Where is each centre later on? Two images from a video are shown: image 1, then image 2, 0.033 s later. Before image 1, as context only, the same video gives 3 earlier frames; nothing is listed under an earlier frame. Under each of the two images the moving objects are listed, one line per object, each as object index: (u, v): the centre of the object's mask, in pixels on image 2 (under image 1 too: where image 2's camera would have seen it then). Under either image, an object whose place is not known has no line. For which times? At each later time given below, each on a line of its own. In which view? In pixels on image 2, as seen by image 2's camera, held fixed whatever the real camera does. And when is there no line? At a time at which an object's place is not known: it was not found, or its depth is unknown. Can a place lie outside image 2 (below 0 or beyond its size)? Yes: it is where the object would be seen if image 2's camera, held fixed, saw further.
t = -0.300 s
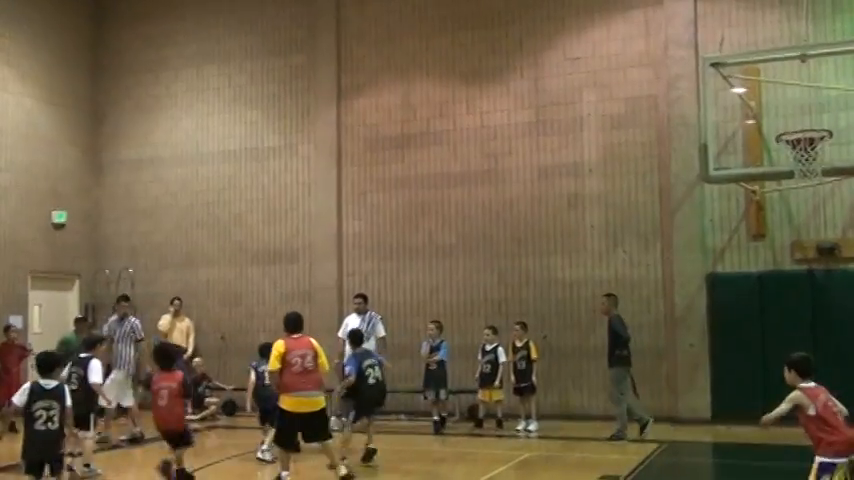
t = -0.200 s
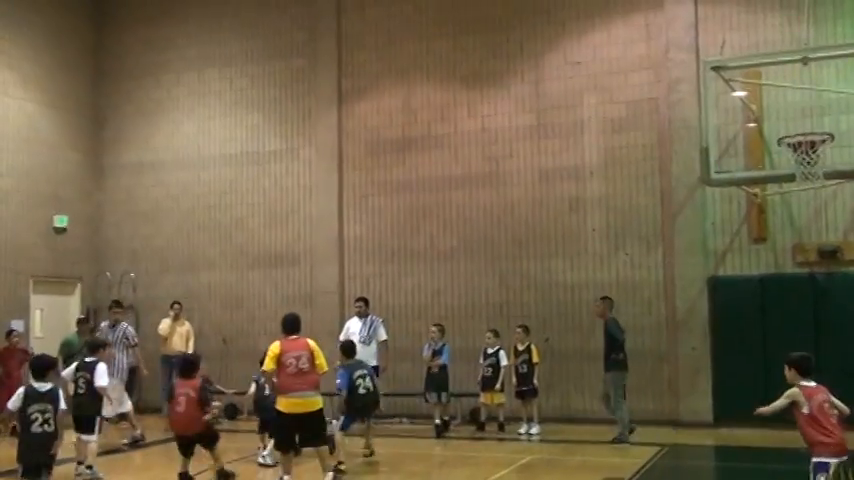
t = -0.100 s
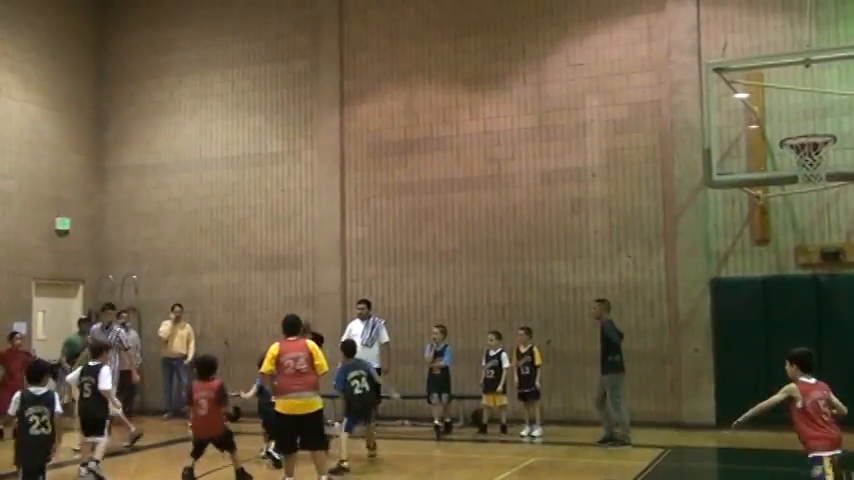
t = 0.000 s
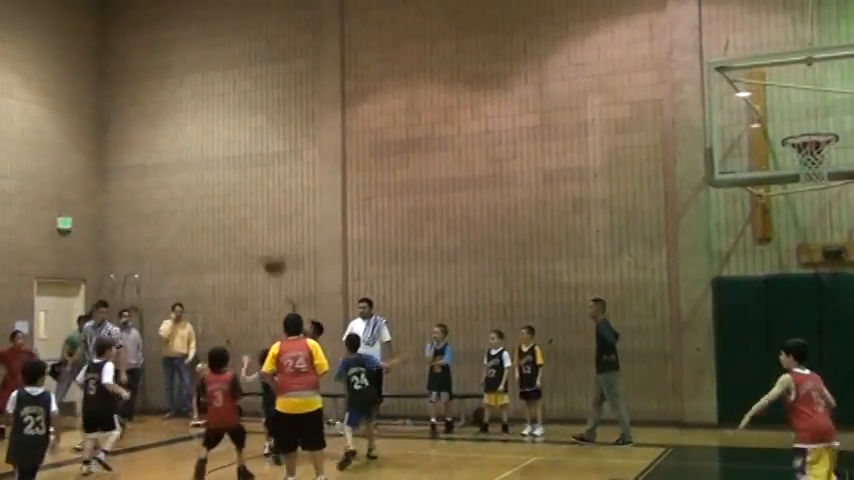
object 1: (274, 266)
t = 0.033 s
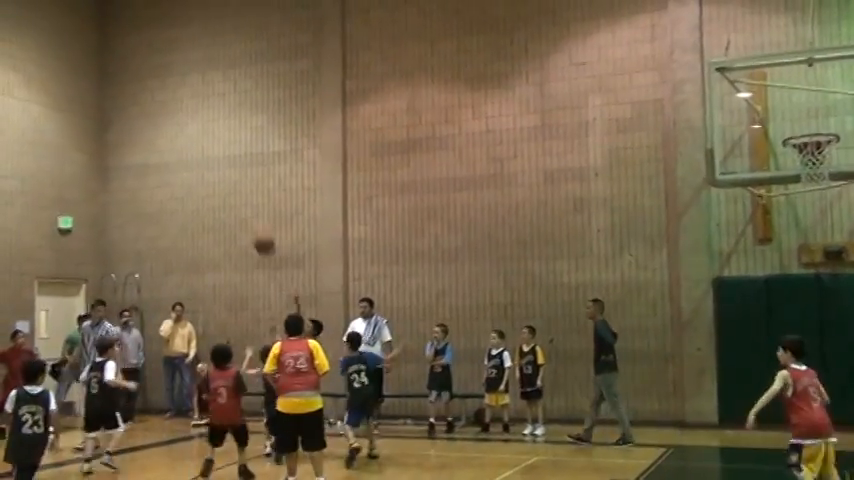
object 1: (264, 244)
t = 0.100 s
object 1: (244, 207)
